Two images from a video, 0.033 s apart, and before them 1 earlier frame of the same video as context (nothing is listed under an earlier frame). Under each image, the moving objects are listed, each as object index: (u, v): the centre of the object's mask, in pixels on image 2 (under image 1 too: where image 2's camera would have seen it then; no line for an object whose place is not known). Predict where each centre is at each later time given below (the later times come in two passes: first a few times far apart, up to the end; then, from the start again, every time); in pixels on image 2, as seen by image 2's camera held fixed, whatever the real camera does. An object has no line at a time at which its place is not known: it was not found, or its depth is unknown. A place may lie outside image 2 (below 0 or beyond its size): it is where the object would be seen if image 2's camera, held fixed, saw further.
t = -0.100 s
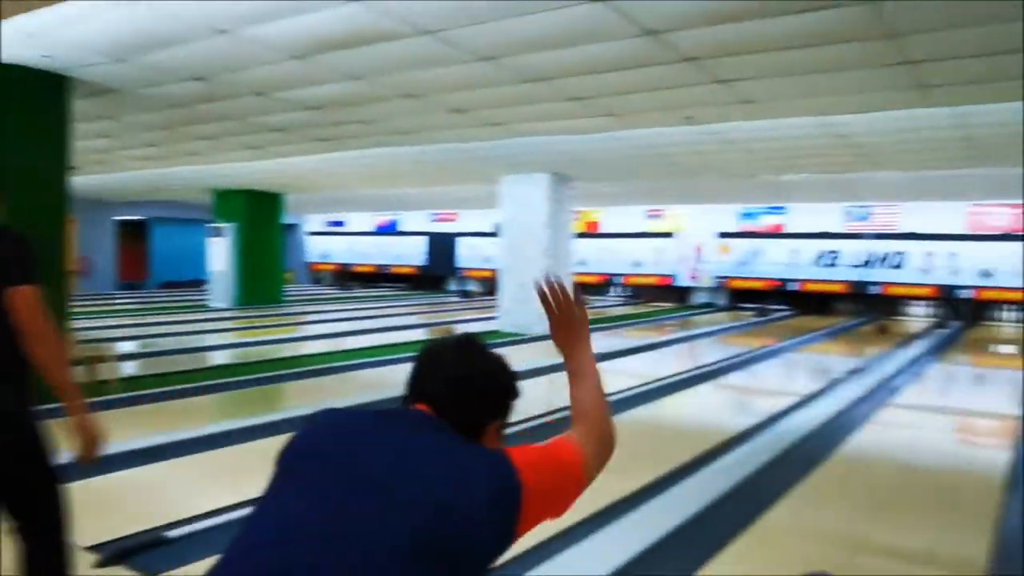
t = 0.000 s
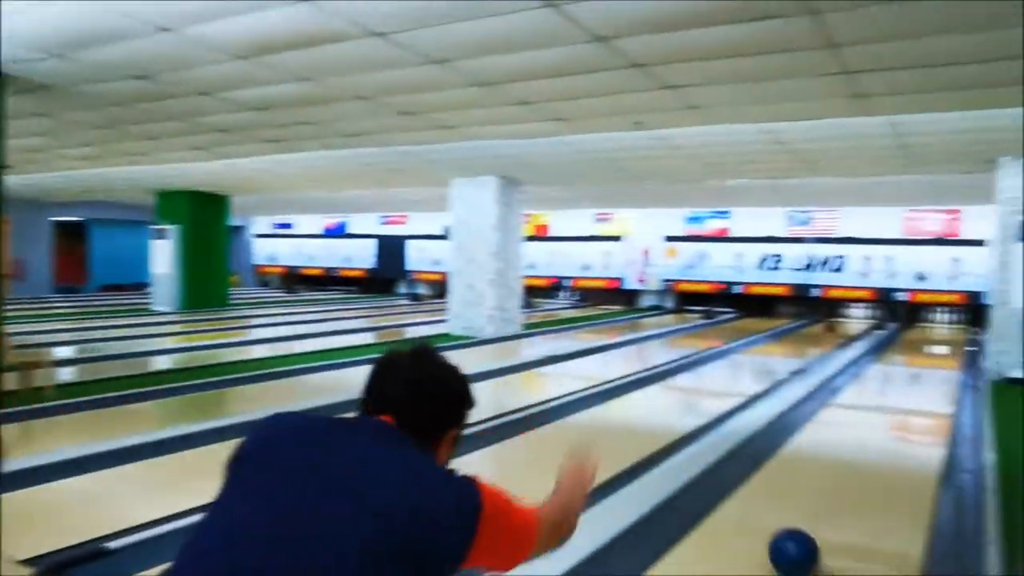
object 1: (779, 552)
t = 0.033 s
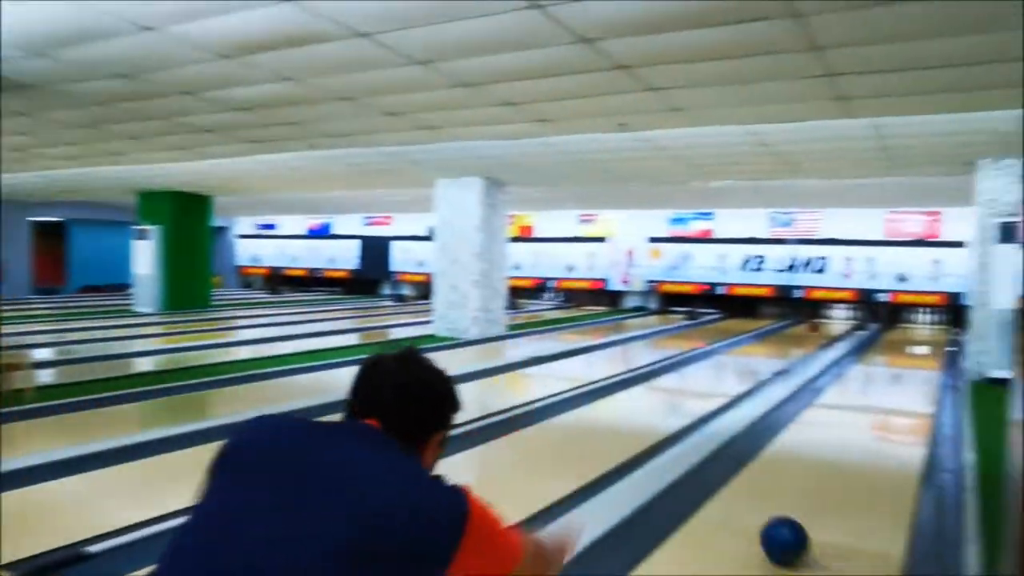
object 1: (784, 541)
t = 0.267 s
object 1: (821, 478)
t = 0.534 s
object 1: (846, 434)
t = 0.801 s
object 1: (862, 405)
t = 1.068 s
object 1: (872, 385)
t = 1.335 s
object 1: (881, 370)
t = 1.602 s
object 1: (886, 358)
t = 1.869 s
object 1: (891, 349)
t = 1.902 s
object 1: (891, 348)
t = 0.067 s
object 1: (791, 530)
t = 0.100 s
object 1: (797, 520)
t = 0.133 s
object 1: (802, 510)
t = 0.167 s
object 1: (808, 501)
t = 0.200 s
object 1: (813, 493)
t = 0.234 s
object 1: (817, 485)
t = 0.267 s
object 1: (821, 478)
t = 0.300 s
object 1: (825, 471)
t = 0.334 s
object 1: (829, 465)
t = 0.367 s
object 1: (832, 459)
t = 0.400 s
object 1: (835, 453)
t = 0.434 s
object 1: (838, 448)
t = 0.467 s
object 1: (841, 443)
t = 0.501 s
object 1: (844, 438)
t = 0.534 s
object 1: (846, 434)
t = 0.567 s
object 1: (848, 430)
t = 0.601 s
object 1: (850, 426)
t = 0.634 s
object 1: (852, 421)
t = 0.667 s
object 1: (854, 418)
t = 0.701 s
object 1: (856, 415)
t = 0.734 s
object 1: (858, 411)
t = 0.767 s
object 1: (860, 408)
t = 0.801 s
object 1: (862, 405)
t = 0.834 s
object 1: (863, 402)
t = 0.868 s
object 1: (865, 400)
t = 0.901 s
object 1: (866, 397)
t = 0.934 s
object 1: (867, 394)
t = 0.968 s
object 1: (869, 392)
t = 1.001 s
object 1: (870, 389)
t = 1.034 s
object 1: (871, 387)
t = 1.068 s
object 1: (872, 385)
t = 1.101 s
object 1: (874, 383)
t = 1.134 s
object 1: (875, 381)
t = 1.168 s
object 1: (876, 379)
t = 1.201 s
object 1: (877, 377)
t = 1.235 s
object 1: (878, 375)
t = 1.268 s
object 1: (879, 373)
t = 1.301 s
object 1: (880, 371)
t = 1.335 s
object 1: (881, 370)
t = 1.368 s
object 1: (881, 368)
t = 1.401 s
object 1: (882, 367)
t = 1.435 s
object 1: (883, 365)
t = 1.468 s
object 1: (883, 364)
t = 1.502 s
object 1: (884, 362)
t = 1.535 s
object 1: (885, 361)
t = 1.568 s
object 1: (886, 359)
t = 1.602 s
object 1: (886, 358)
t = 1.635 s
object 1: (887, 357)
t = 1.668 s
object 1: (887, 356)
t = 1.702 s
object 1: (888, 355)
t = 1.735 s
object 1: (889, 354)
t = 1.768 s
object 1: (889, 353)
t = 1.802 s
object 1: (890, 351)
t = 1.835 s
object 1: (890, 350)
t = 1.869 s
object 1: (891, 349)
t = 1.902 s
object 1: (891, 348)
